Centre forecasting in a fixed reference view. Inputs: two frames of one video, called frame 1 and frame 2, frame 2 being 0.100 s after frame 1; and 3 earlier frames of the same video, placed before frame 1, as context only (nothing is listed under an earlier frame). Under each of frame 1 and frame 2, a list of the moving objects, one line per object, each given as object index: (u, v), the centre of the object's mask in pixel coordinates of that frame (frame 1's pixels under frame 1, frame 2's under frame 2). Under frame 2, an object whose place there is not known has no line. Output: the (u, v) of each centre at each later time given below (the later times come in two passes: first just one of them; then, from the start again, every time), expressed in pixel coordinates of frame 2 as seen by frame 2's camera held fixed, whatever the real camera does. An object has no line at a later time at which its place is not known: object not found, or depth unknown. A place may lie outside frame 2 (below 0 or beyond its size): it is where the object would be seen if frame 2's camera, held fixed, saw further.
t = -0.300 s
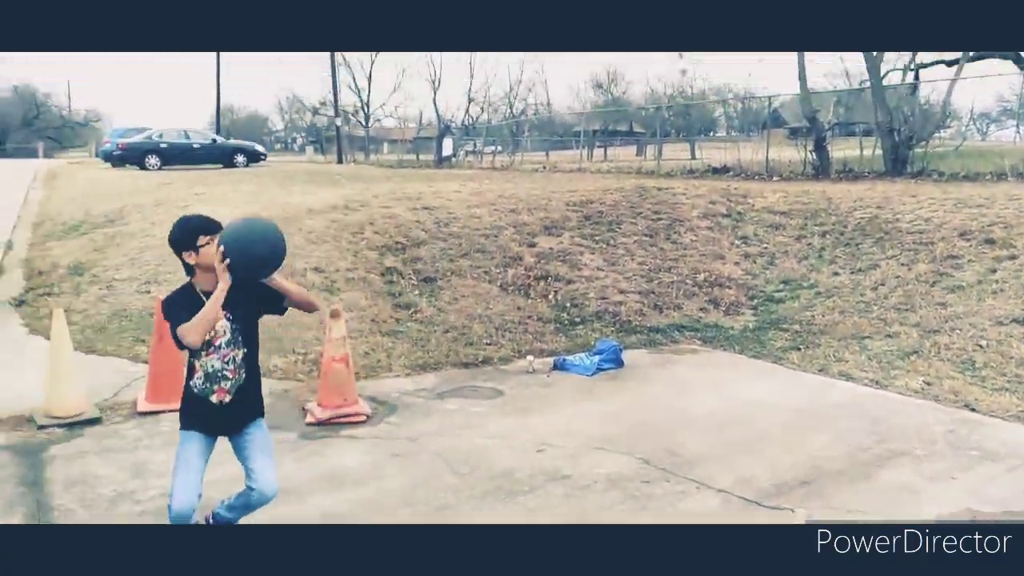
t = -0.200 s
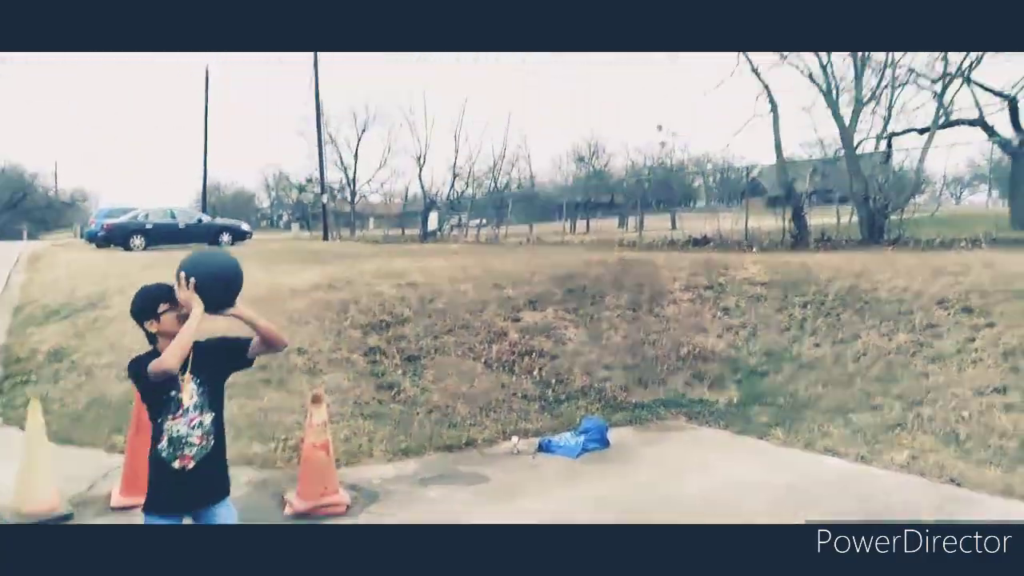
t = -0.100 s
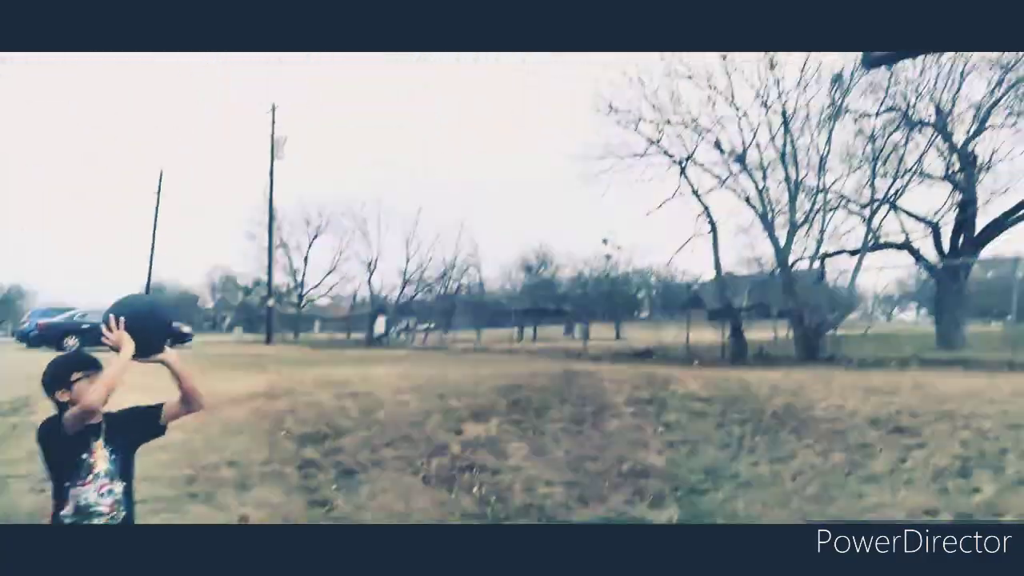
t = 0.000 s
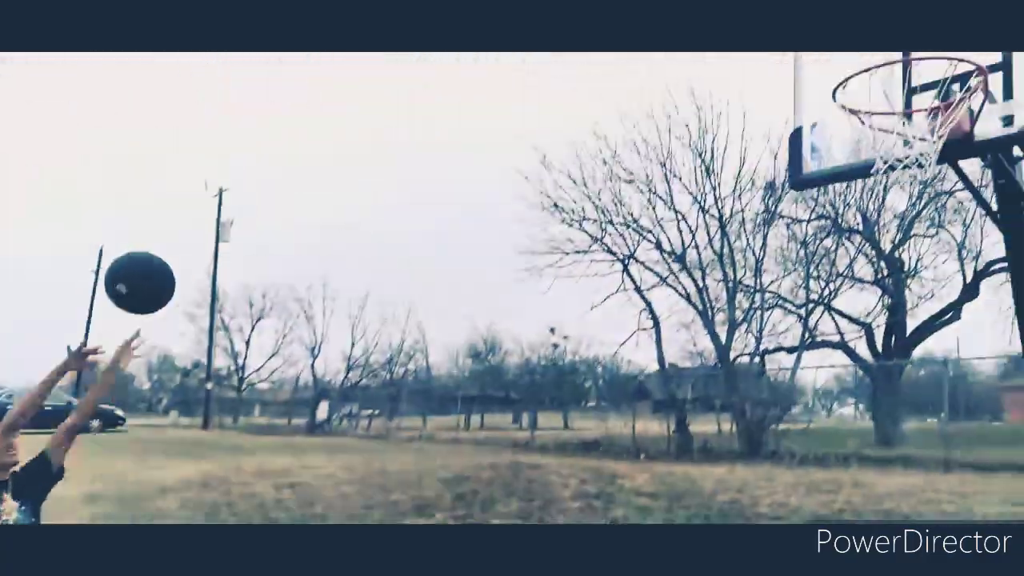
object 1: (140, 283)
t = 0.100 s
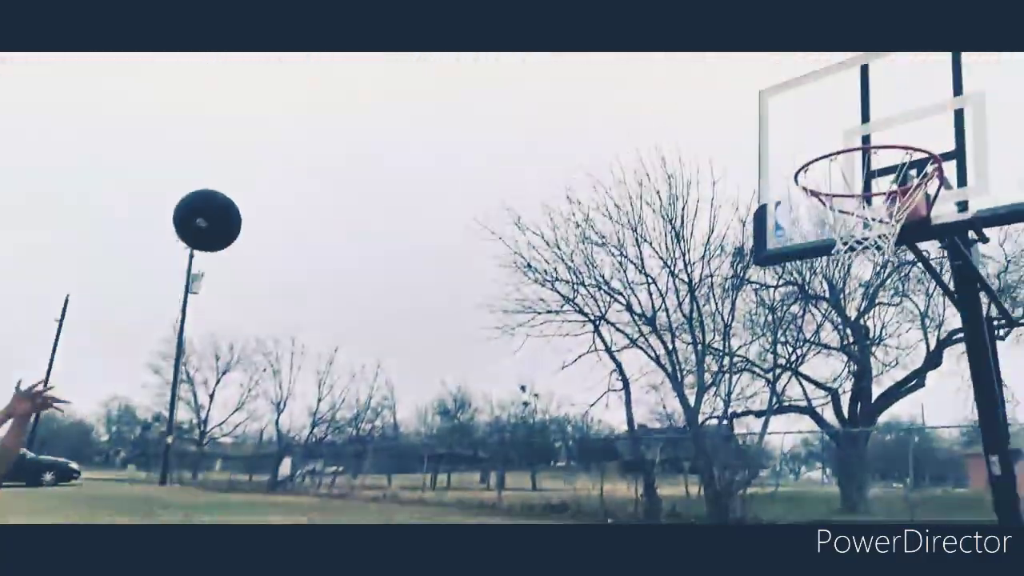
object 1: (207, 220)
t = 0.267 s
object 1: (358, 85)
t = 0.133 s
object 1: (239, 187)
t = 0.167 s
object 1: (267, 156)
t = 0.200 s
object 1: (298, 129)
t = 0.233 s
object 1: (329, 106)
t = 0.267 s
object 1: (358, 85)
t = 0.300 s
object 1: (386, 67)
